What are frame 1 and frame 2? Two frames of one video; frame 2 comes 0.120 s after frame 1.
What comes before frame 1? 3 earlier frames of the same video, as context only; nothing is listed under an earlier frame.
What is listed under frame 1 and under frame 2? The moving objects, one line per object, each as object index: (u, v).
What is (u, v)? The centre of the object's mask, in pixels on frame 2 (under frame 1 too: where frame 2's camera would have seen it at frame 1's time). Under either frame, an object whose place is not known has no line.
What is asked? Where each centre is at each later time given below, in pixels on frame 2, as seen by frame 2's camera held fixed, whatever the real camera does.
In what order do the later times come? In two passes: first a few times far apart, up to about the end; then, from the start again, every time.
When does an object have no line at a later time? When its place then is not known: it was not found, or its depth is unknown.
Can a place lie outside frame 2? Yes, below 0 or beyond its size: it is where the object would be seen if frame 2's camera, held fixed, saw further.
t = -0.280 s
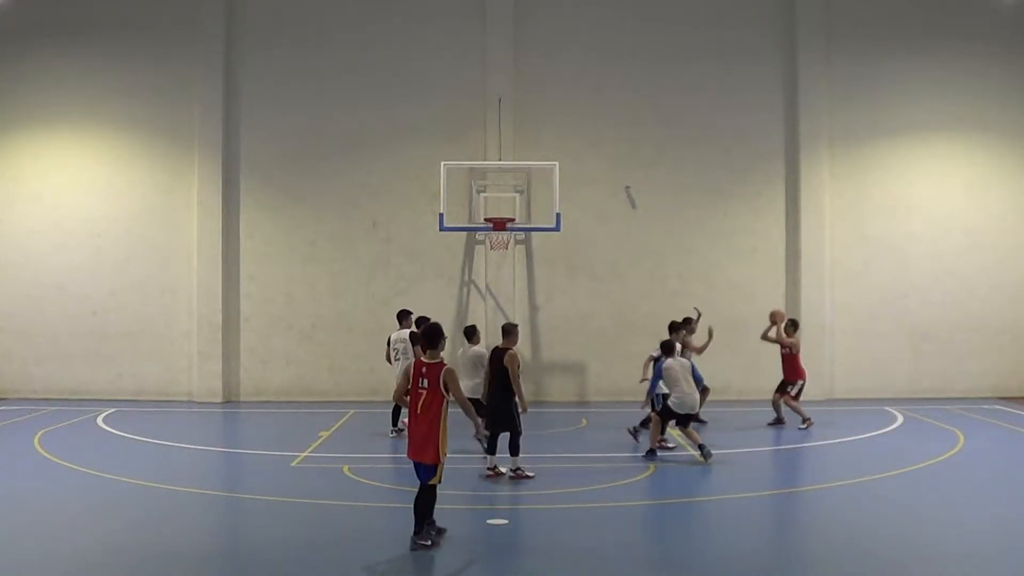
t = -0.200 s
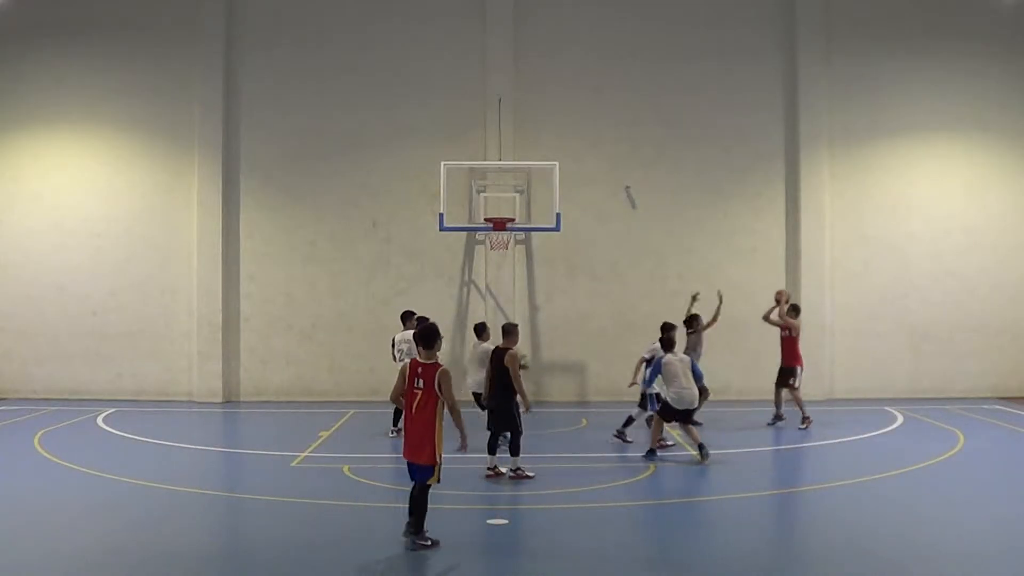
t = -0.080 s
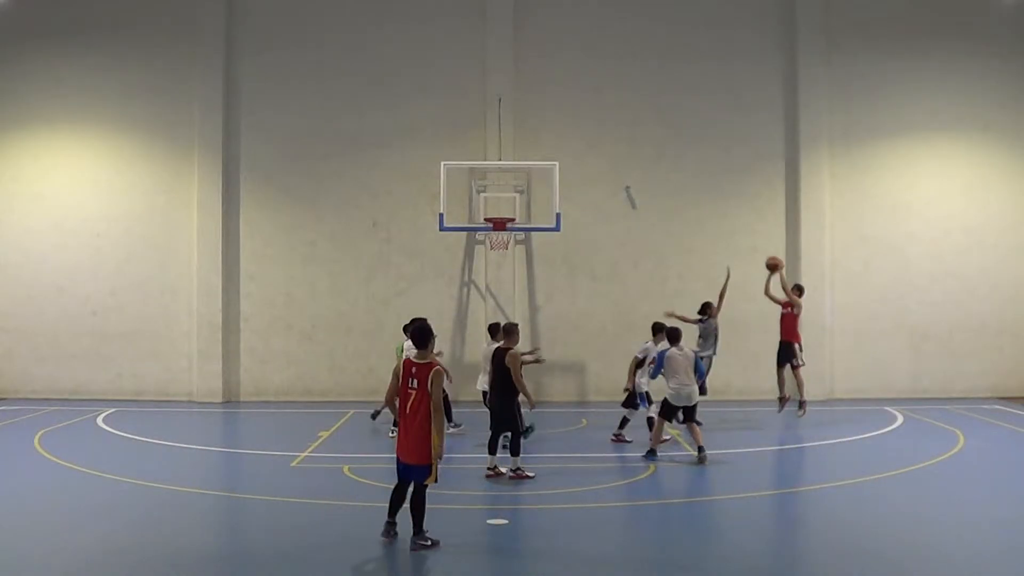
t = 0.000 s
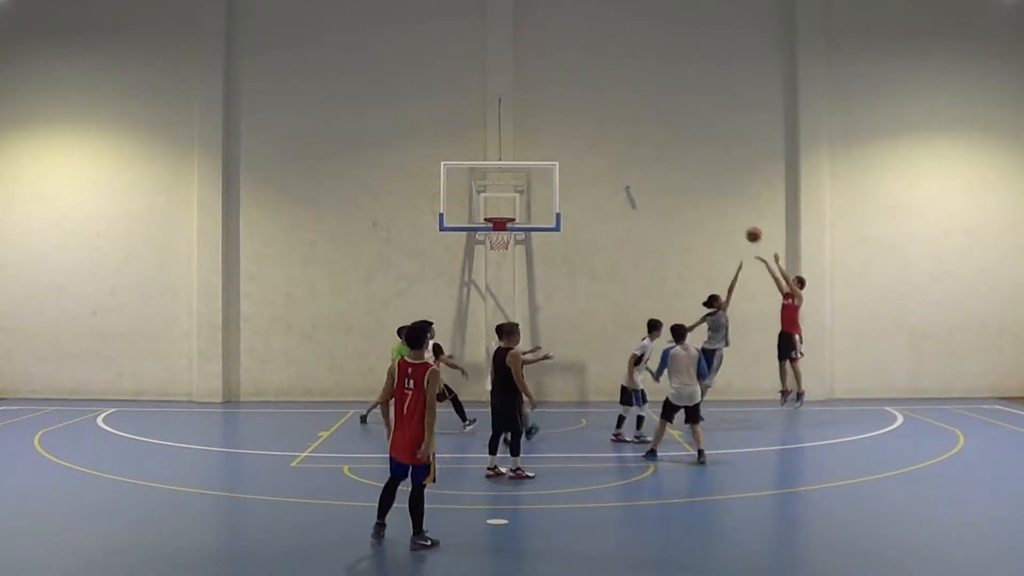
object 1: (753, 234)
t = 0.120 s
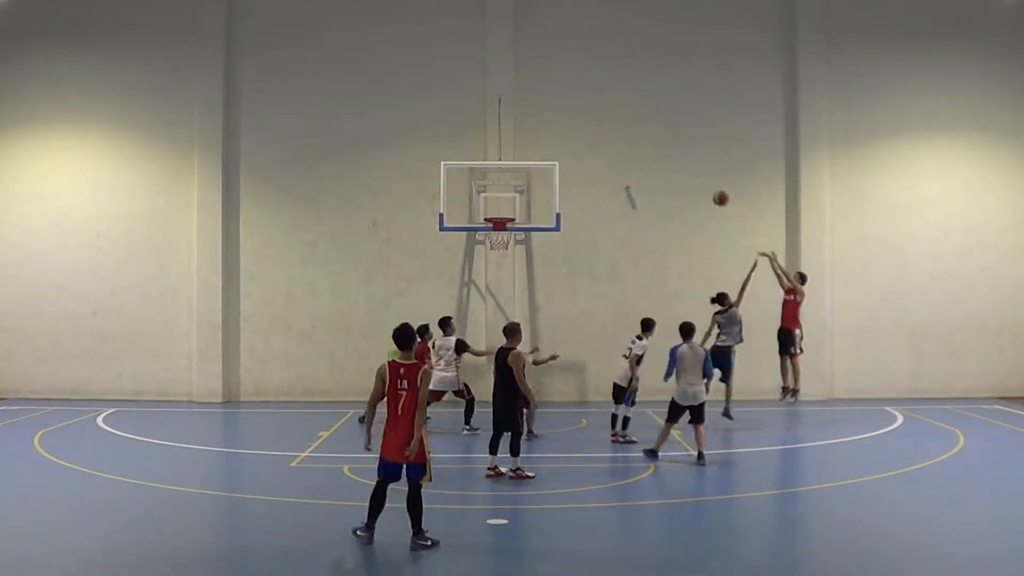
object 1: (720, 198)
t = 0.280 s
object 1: (677, 165)
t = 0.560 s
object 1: (604, 148)
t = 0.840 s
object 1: (533, 183)
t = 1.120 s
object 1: (481, 236)
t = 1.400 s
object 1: (489, 246)
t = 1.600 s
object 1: (498, 282)
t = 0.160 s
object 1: (709, 188)
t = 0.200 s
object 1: (699, 179)
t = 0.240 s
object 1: (688, 172)
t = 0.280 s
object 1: (677, 165)
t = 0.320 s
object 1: (666, 160)
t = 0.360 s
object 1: (655, 155)
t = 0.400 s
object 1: (645, 152)
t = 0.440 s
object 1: (634, 150)
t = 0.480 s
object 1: (624, 148)
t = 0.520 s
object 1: (614, 148)
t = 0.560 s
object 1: (604, 148)
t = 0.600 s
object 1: (594, 150)
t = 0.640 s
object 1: (584, 153)
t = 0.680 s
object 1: (573, 157)
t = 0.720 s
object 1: (563, 161)
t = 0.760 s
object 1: (553, 168)
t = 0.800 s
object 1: (543, 176)
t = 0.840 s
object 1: (533, 183)
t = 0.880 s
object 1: (523, 192)
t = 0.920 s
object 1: (513, 202)
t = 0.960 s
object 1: (503, 211)
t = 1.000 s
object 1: (494, 225)
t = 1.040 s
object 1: (485, 235)
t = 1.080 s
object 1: (482, 236)
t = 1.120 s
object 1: (481, 236)
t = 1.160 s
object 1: (481, 235)
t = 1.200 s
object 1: (482, 235)
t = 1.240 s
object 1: (483, 236)
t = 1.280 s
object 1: (484, 237)
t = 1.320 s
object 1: (485, 239)
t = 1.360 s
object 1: (486, 242)
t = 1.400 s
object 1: (489, 246)
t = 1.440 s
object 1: (491, 251)
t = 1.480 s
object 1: (493, 257)
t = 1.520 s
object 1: (495, 264)
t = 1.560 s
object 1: (496, 273)
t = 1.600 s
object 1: (498, 282)
